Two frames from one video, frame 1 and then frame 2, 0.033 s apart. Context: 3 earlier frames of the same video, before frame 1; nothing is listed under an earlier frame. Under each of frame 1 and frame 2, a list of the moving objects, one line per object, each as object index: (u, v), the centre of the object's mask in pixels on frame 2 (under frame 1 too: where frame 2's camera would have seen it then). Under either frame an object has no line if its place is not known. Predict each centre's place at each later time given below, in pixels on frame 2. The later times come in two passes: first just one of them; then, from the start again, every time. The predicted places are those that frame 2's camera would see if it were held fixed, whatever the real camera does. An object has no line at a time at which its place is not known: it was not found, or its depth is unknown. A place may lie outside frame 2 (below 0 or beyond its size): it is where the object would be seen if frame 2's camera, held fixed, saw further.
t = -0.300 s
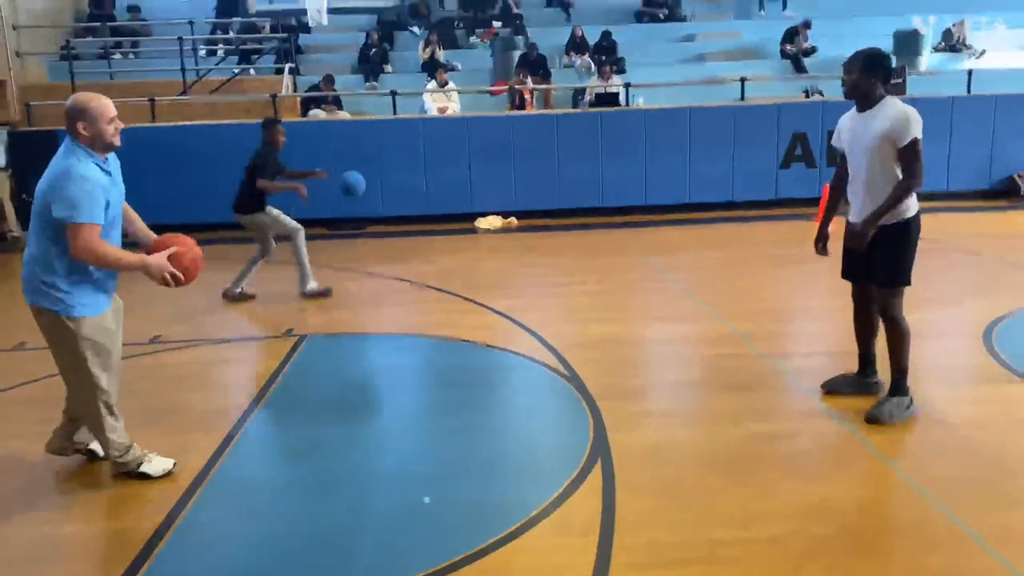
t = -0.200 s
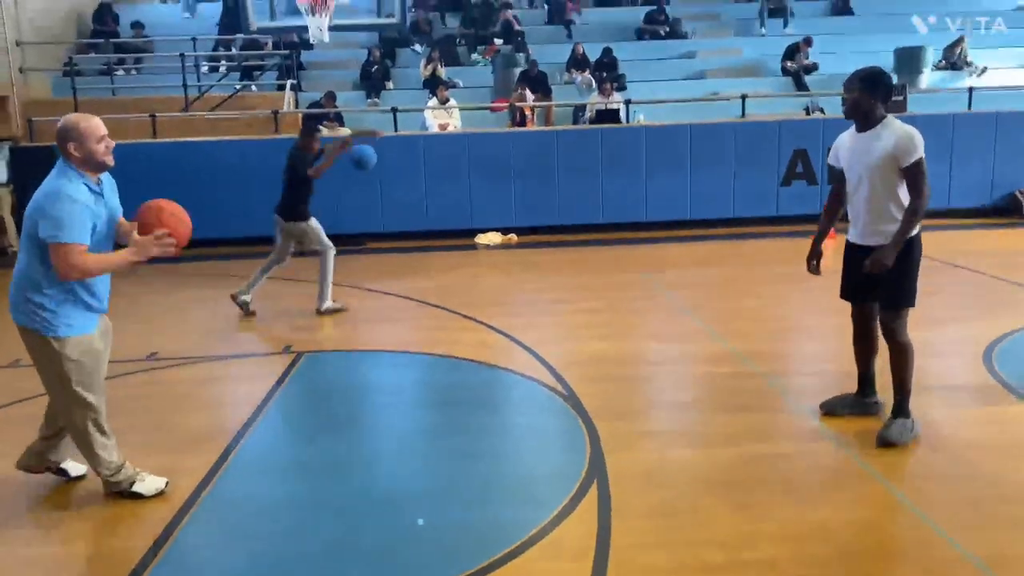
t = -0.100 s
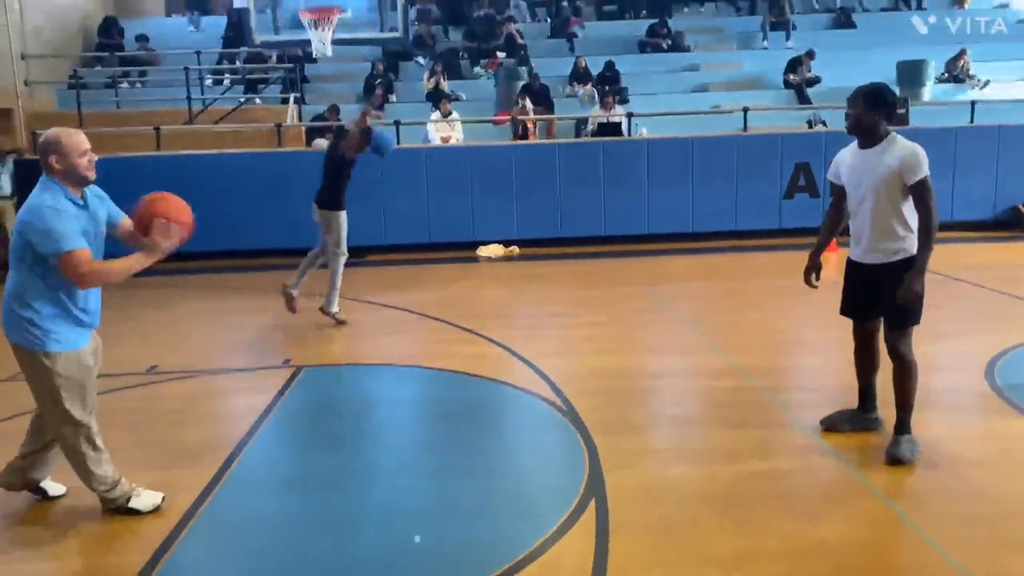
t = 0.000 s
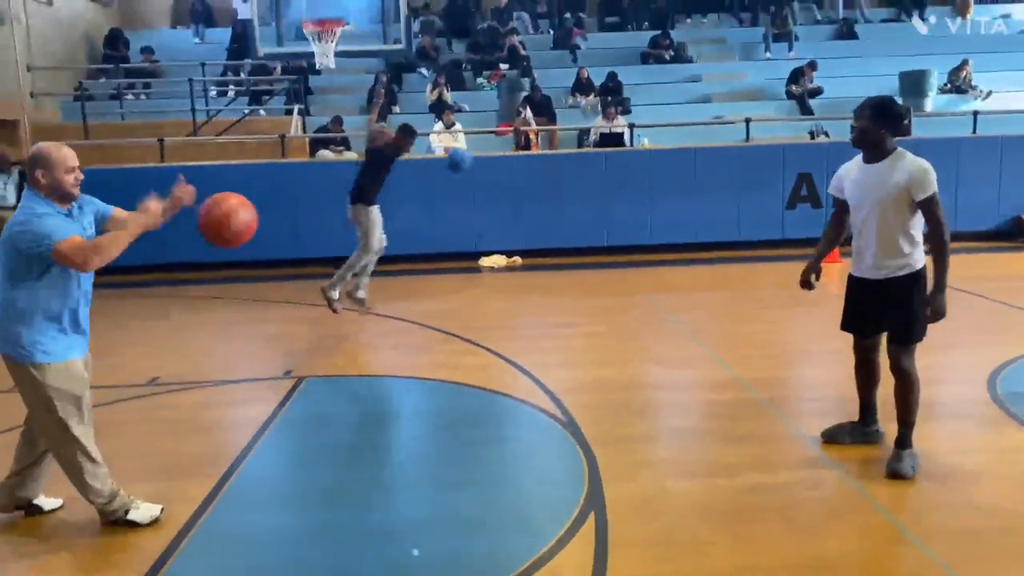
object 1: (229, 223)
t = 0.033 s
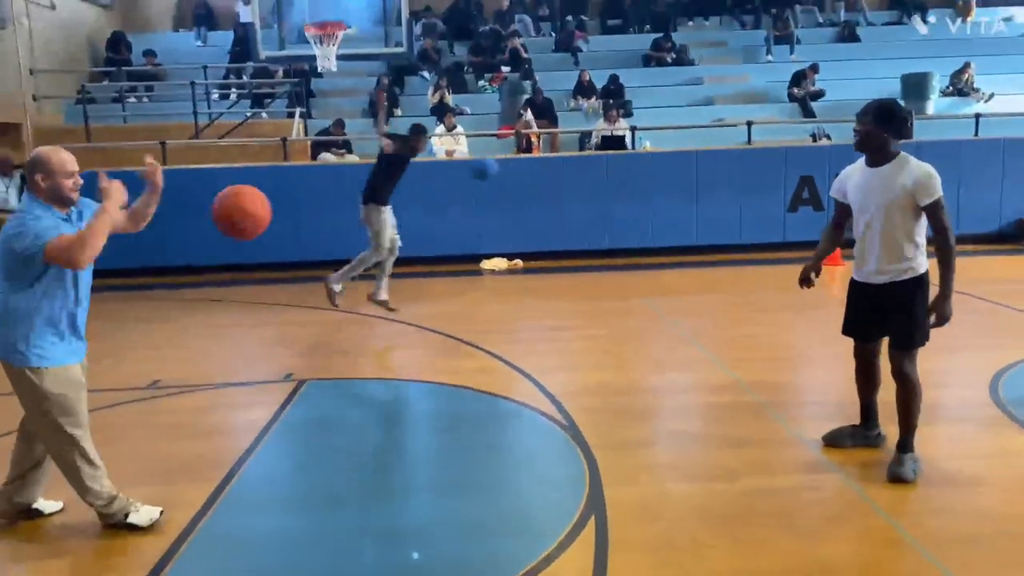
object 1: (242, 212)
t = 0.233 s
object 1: (318, 200)
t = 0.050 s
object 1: (248, 207)
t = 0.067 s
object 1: (255, 204)
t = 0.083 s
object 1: (261, 201)
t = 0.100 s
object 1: (267, 198)
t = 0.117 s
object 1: (274, 196)
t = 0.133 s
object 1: (280, 195)
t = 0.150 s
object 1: (287, 194)
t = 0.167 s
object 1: (293, 194)
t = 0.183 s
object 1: (299, 194)
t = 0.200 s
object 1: (306, 195)
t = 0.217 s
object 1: (312, 197)
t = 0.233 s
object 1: (318, 200)
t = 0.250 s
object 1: (324, 203)
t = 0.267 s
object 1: (331, 206)
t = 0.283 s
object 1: (337, 210)
